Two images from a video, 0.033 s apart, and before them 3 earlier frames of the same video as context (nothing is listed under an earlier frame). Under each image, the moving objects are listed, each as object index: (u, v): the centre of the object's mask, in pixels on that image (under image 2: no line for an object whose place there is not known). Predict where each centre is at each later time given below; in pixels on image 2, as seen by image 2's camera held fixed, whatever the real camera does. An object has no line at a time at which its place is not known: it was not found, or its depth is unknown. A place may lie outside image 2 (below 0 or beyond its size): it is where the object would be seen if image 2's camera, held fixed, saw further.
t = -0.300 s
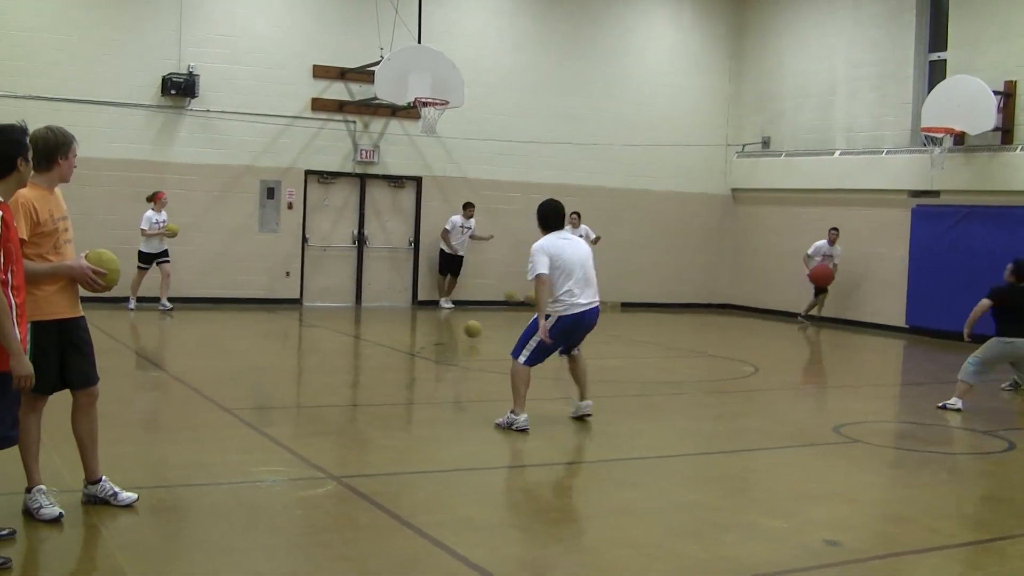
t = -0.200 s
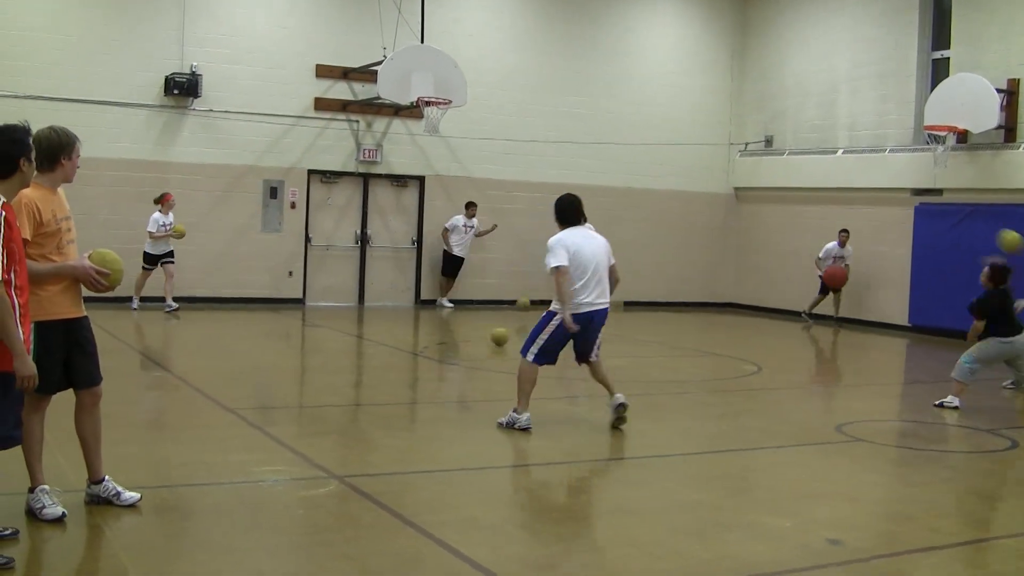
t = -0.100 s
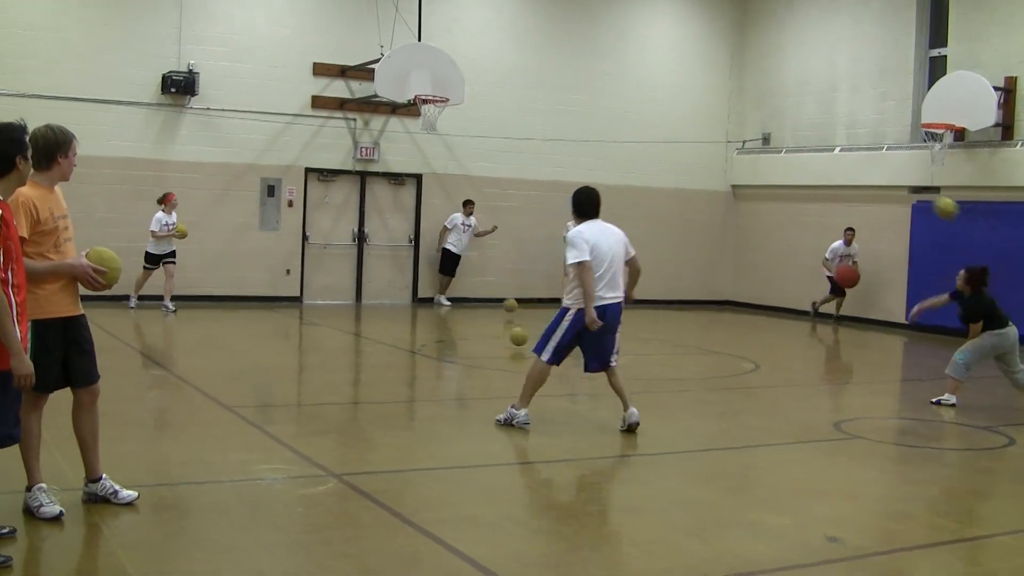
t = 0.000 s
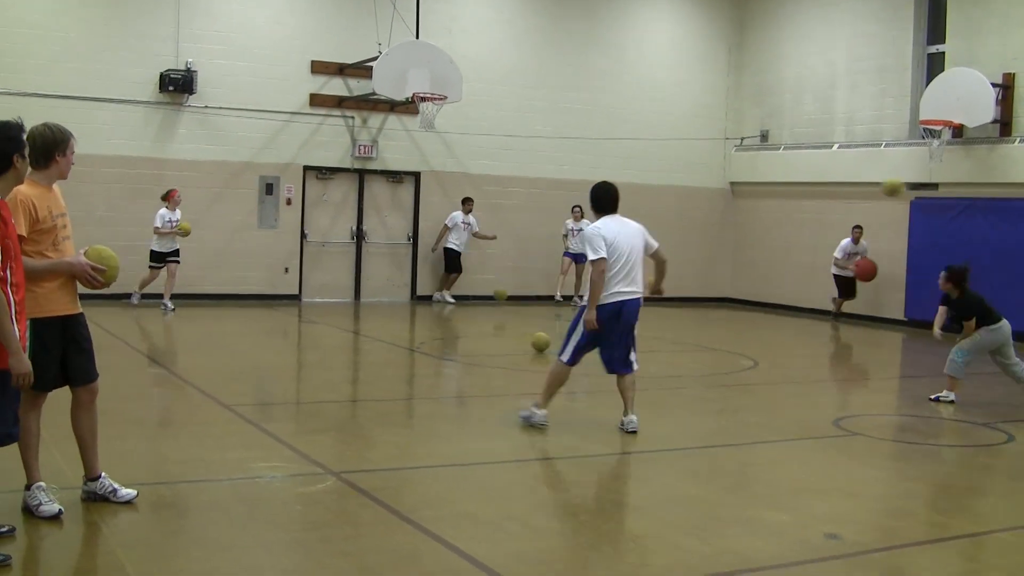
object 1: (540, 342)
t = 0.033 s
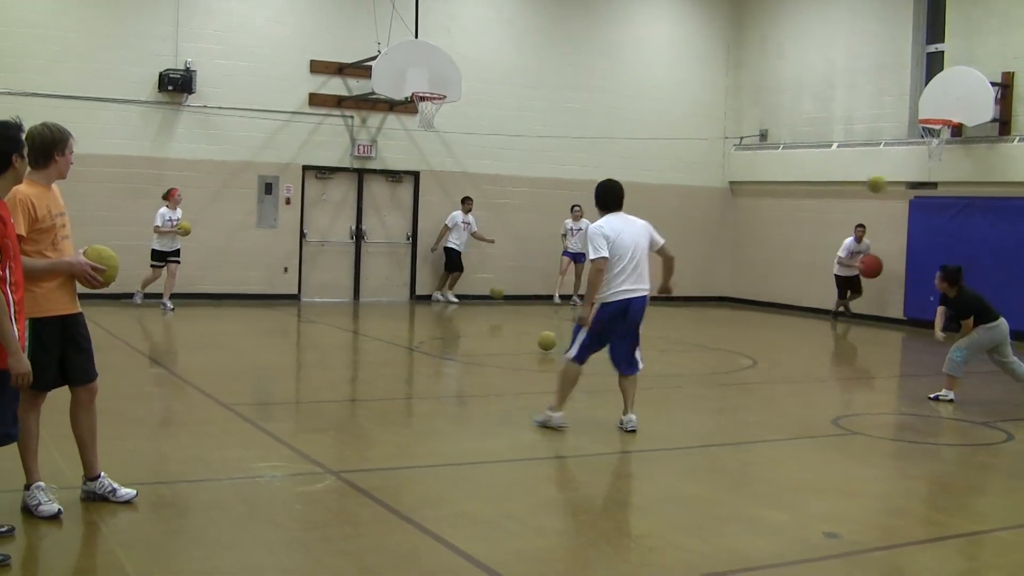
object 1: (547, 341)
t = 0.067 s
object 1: (554, 342)
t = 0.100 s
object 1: (561, 343)
